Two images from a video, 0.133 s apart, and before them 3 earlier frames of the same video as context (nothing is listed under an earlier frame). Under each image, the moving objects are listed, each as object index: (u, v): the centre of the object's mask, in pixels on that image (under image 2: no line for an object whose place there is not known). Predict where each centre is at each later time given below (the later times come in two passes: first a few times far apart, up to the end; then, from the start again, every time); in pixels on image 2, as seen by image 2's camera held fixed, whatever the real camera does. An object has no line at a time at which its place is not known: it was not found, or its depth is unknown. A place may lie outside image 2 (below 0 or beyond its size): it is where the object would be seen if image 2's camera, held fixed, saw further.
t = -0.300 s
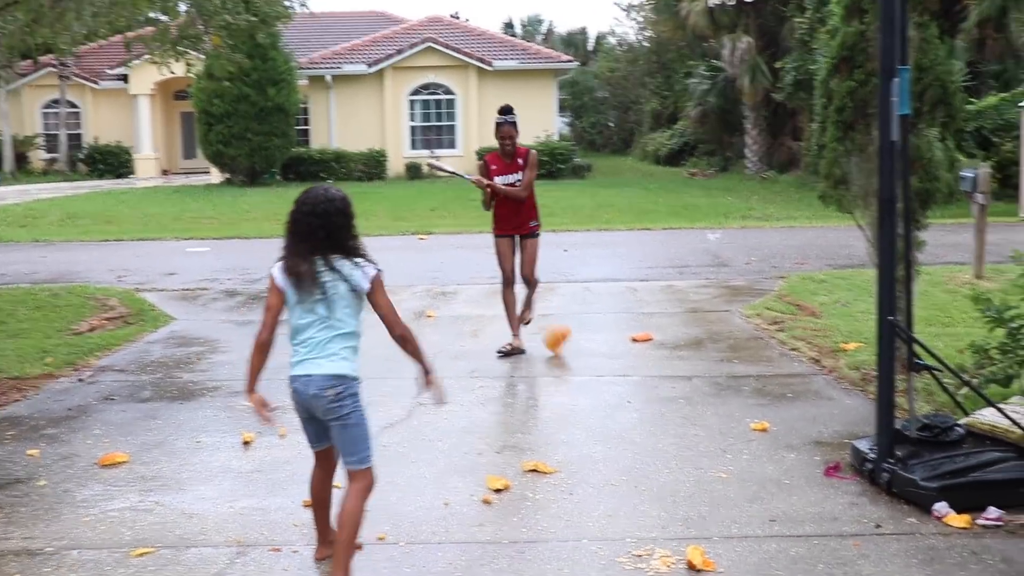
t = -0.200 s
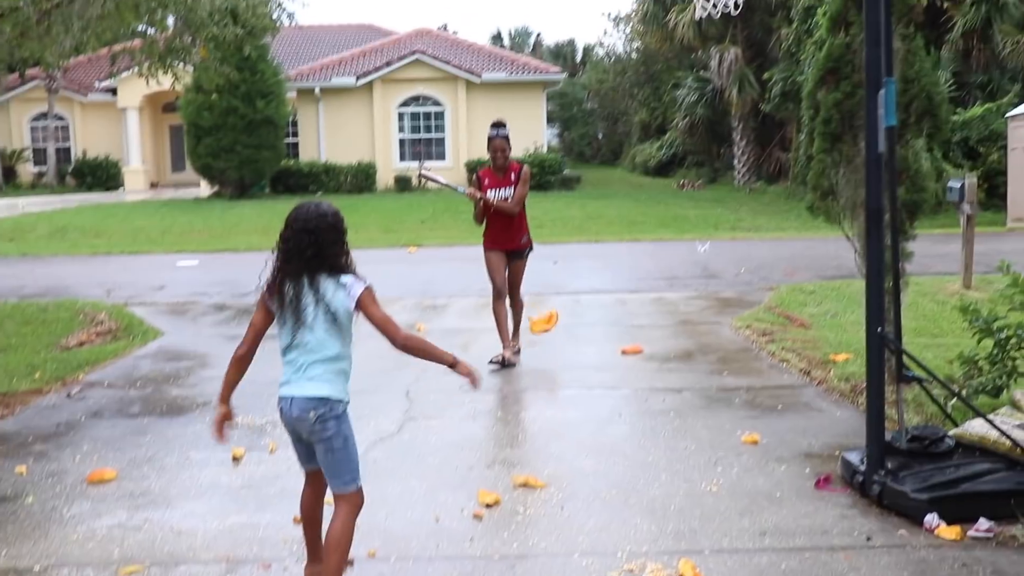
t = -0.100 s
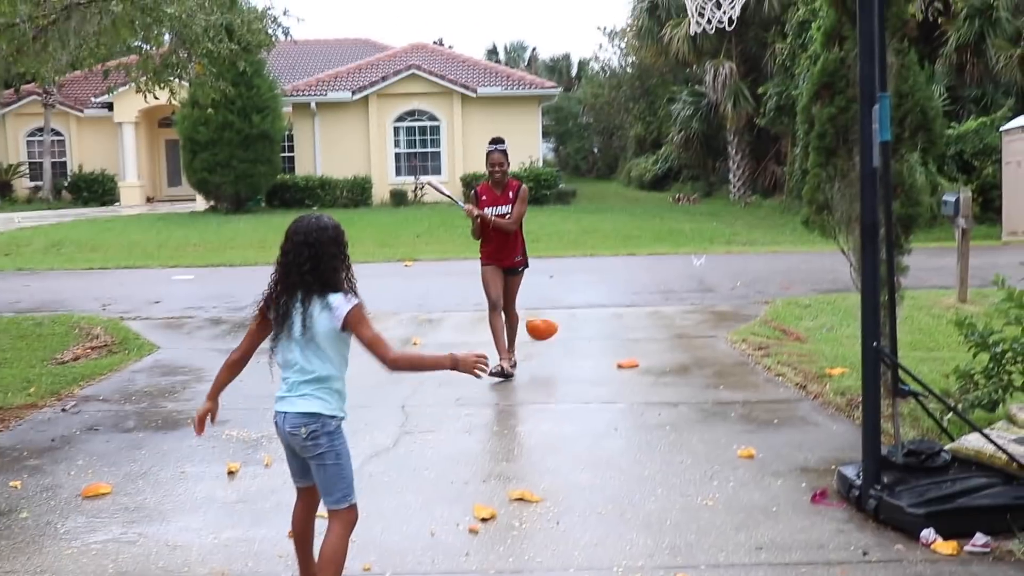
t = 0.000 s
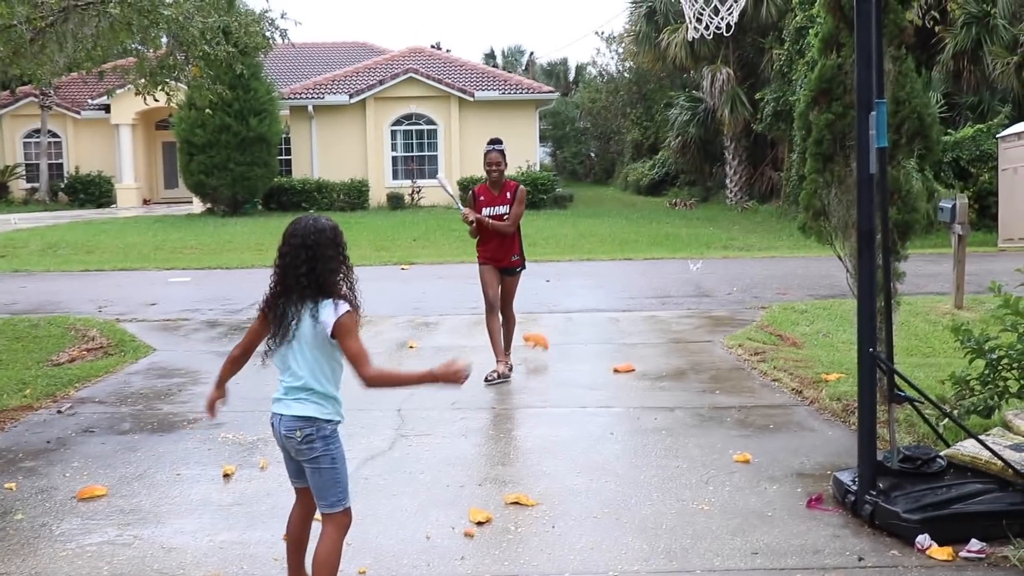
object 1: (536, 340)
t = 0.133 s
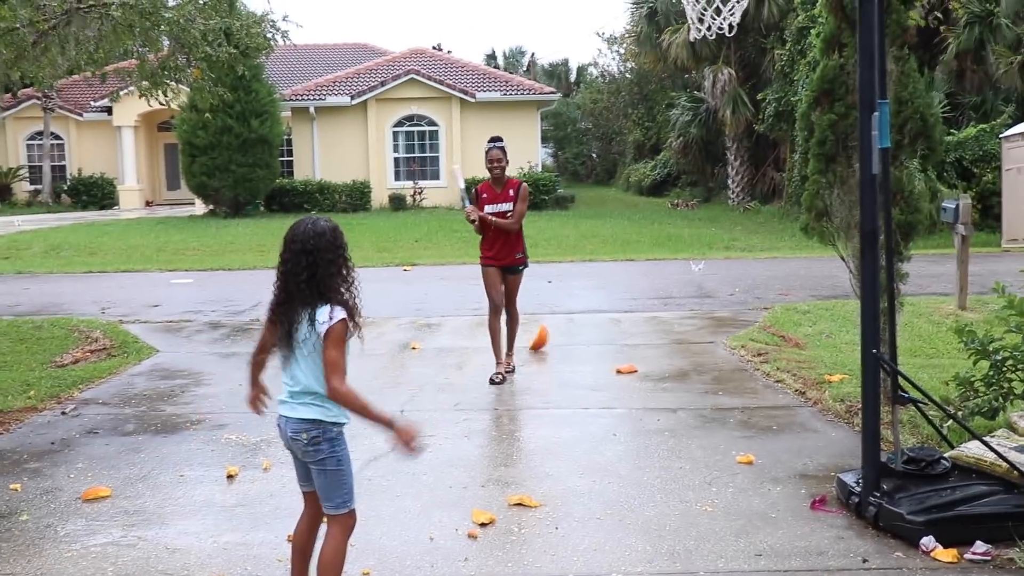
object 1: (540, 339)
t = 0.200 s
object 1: (540, 333)
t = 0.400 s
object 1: (550, 326)
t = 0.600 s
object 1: (560, 321)
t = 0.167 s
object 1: (540, 337)
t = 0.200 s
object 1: (540, 333)
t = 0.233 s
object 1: (542, 329)
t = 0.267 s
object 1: (543, 326)
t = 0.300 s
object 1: (543, 326)
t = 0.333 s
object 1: (544, 327)
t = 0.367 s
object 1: (547, 329)
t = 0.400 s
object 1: (550, 326)
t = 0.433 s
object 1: (552, 324)
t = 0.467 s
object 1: (554, 320)
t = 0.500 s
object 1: (555, 318)
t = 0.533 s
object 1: (557, 319)
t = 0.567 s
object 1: (559, 320)
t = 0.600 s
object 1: (560, 321)
